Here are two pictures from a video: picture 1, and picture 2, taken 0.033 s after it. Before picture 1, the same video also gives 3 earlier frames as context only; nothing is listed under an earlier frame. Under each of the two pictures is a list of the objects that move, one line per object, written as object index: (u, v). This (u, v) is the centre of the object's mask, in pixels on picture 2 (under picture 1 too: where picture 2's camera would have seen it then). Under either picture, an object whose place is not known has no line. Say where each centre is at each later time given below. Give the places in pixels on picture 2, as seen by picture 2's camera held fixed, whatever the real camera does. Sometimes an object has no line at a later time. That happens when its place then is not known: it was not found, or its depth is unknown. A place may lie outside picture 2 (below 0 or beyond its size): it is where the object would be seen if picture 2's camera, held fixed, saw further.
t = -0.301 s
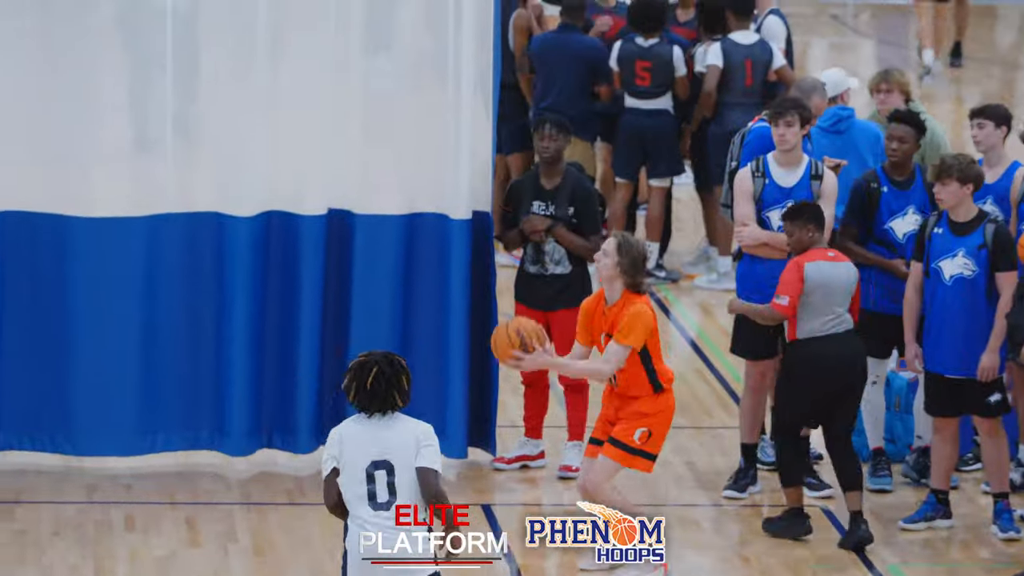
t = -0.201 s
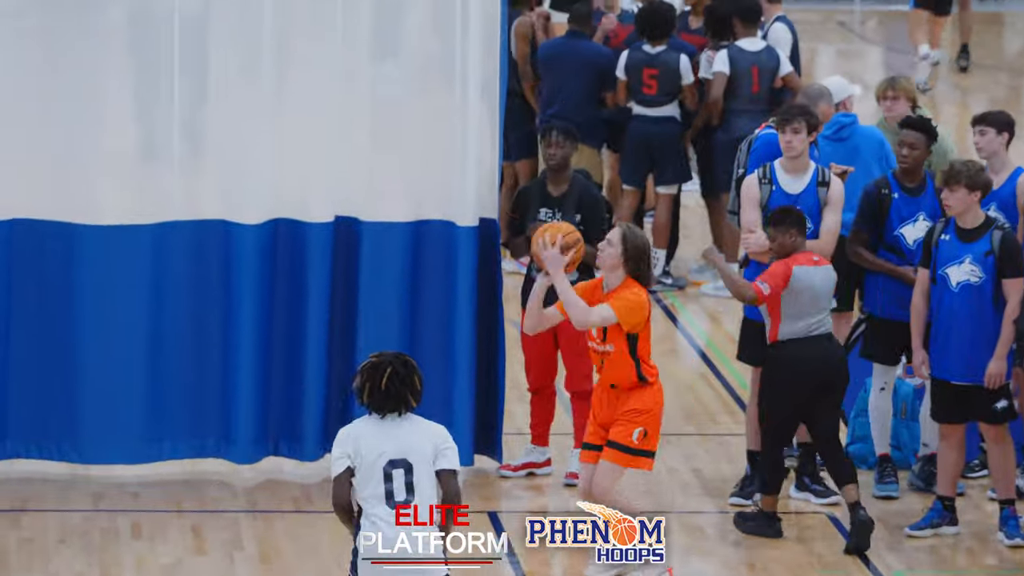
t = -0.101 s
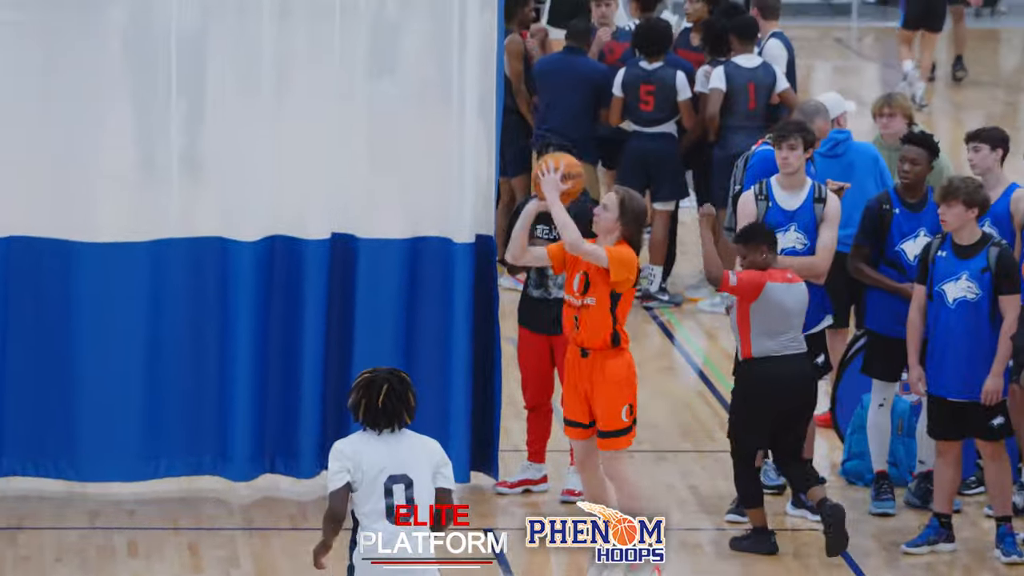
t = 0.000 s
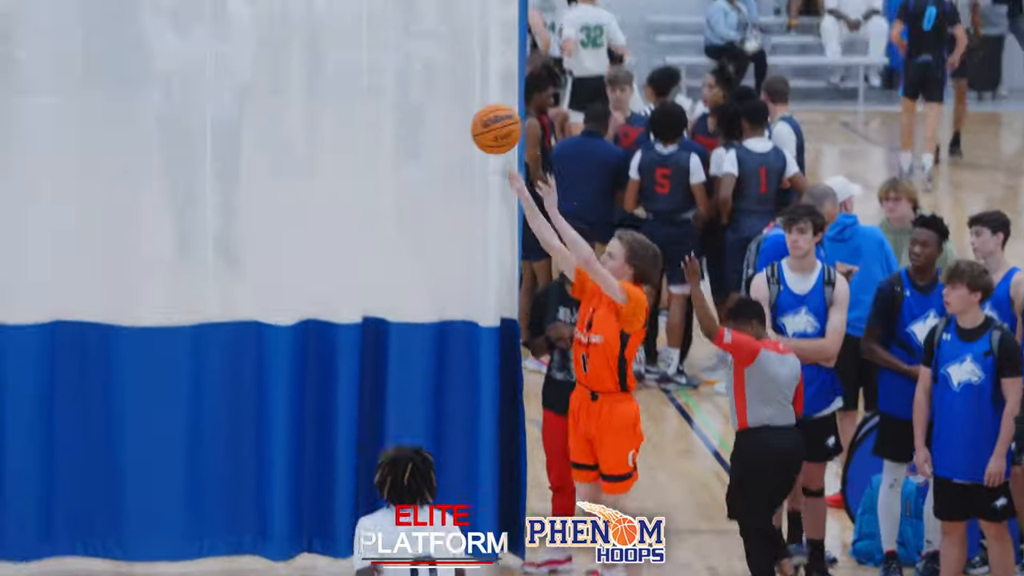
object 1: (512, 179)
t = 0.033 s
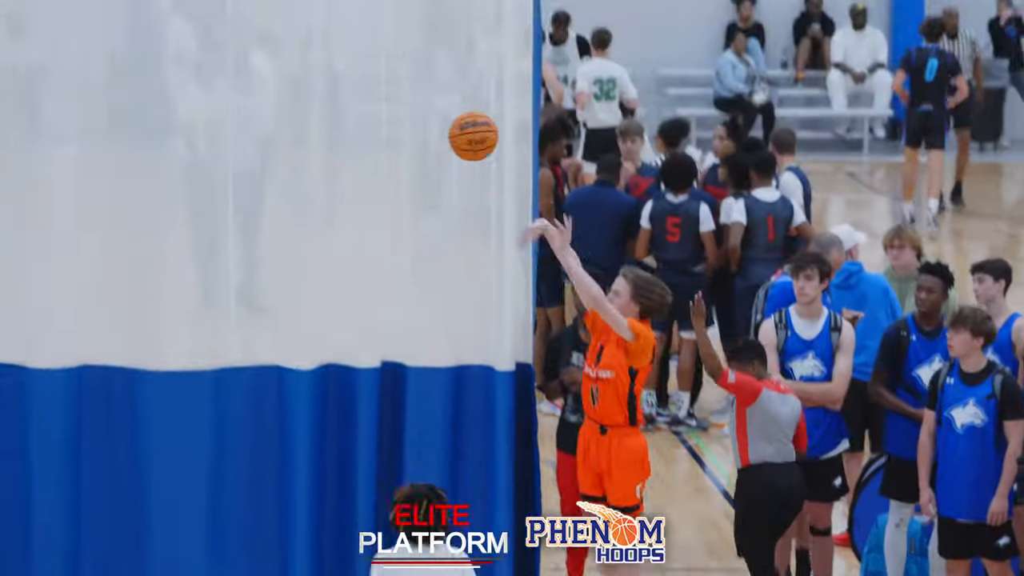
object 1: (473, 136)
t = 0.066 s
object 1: (434, 97)
